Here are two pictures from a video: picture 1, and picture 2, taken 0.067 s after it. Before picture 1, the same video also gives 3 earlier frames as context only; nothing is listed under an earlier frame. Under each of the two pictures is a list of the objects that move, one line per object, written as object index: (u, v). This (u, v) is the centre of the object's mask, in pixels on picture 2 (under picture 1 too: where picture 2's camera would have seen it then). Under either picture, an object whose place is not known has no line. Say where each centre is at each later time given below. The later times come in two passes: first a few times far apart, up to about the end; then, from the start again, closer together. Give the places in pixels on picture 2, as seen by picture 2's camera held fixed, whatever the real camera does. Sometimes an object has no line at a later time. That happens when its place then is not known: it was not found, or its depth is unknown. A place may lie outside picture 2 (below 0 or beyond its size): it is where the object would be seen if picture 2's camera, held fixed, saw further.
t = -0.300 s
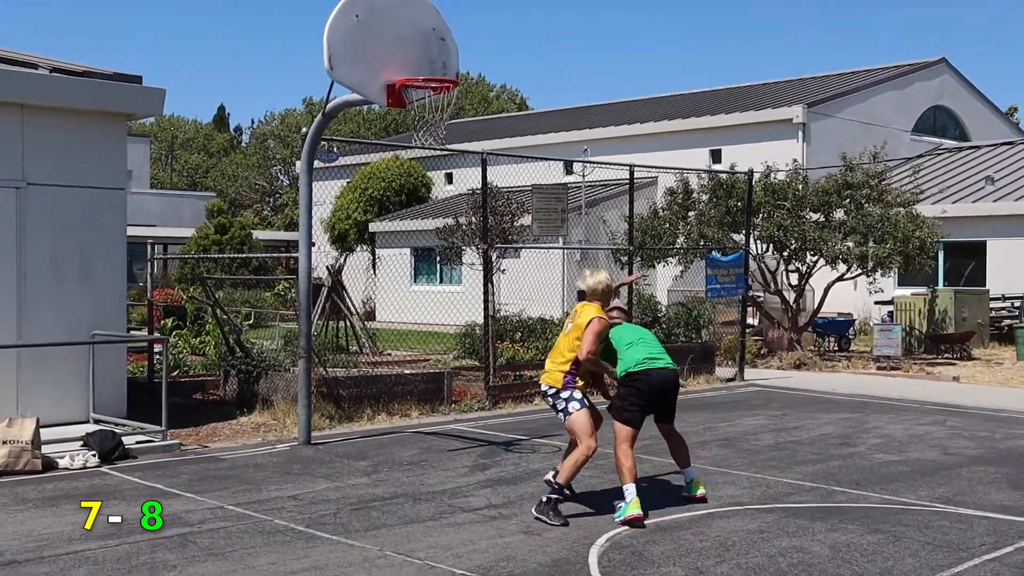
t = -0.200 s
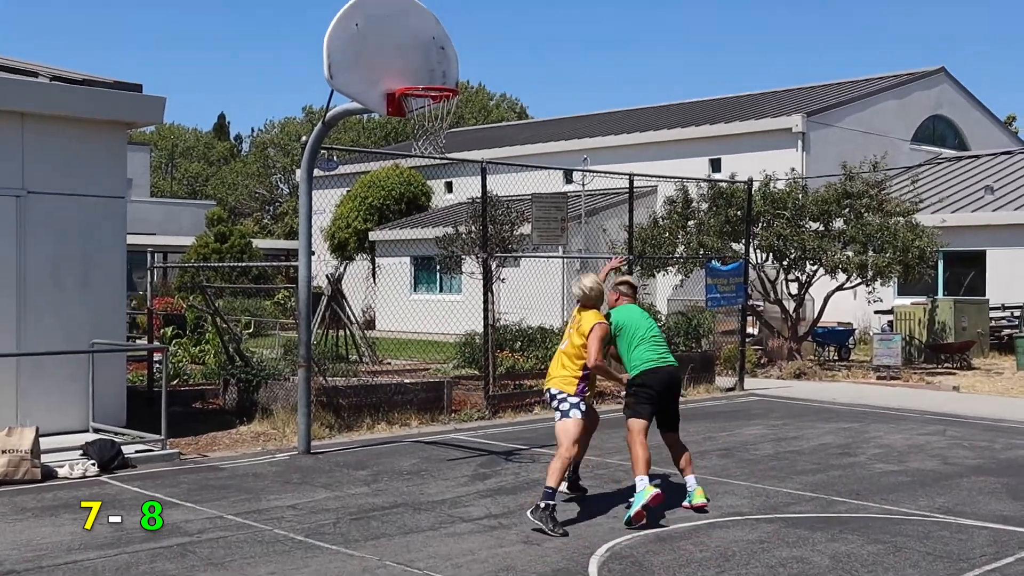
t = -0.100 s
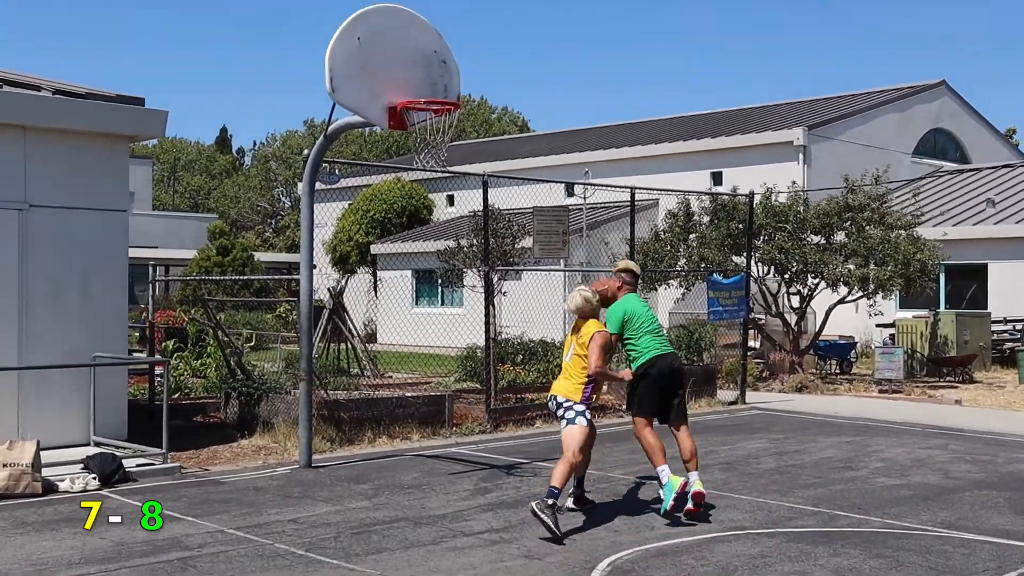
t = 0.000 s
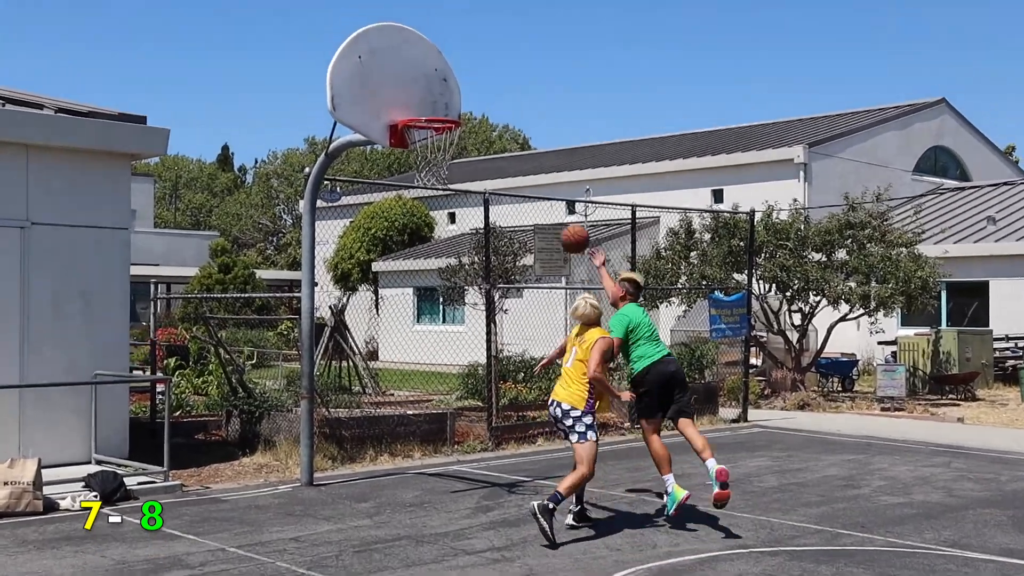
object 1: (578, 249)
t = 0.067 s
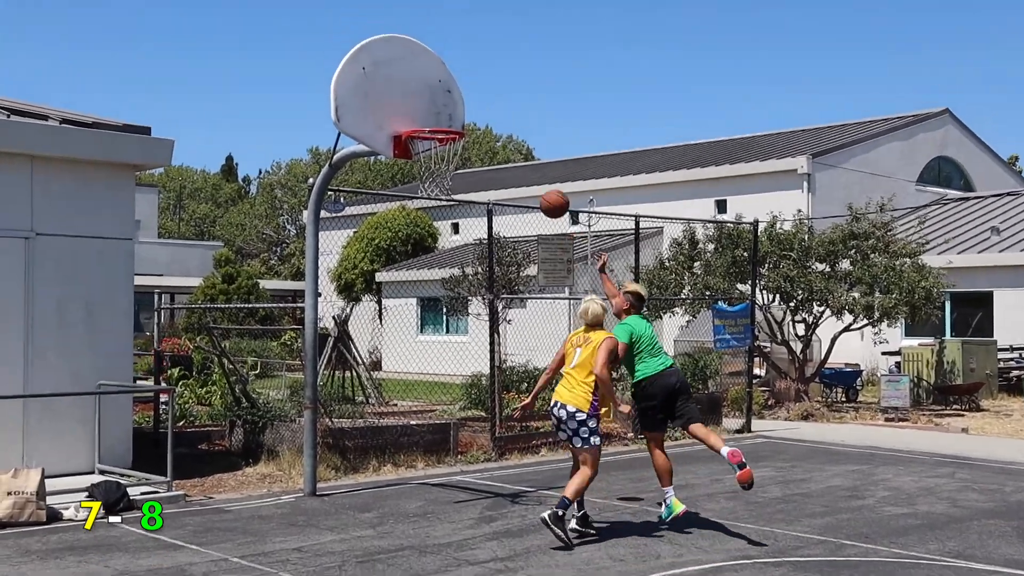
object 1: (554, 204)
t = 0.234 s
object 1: (494, 112)
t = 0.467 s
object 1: (409, 40)
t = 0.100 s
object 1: (542, 183)
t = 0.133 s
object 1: (530, 164)
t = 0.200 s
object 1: (506, 129)
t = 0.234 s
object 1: (494, 112)
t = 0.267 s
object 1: (482, 98)
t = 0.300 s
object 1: (469, 85)
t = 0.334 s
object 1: (457, 73)
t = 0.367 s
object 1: (445, 63)
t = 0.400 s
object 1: (433, 54)
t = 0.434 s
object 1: (421, 46)
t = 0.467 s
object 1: (409, 40)
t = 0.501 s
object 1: (404, 33)
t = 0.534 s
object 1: (399, 28)
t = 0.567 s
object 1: (395, 24)
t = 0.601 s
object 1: (390, 21)
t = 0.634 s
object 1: (386, 19)
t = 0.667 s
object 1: (382, 19)
